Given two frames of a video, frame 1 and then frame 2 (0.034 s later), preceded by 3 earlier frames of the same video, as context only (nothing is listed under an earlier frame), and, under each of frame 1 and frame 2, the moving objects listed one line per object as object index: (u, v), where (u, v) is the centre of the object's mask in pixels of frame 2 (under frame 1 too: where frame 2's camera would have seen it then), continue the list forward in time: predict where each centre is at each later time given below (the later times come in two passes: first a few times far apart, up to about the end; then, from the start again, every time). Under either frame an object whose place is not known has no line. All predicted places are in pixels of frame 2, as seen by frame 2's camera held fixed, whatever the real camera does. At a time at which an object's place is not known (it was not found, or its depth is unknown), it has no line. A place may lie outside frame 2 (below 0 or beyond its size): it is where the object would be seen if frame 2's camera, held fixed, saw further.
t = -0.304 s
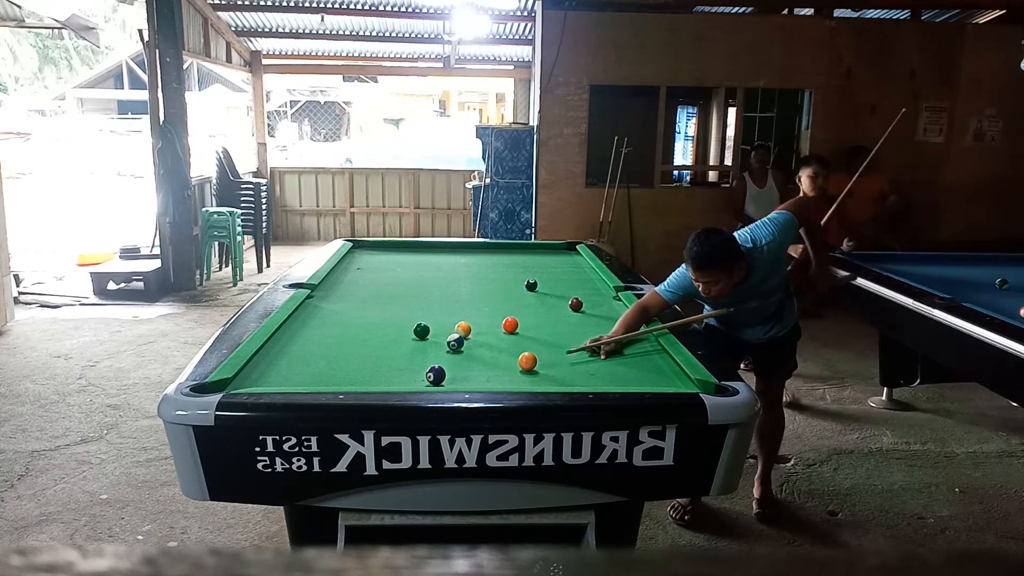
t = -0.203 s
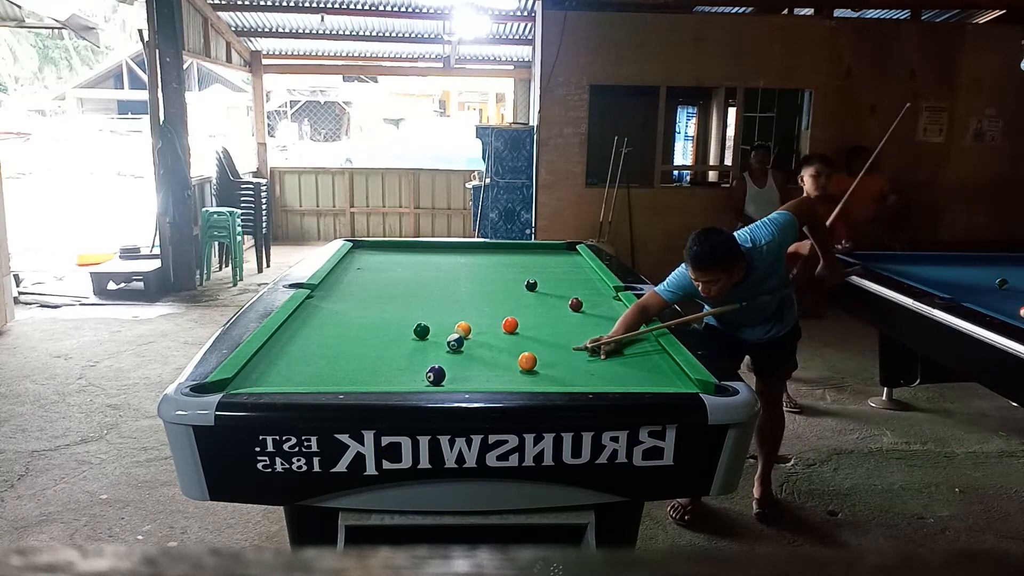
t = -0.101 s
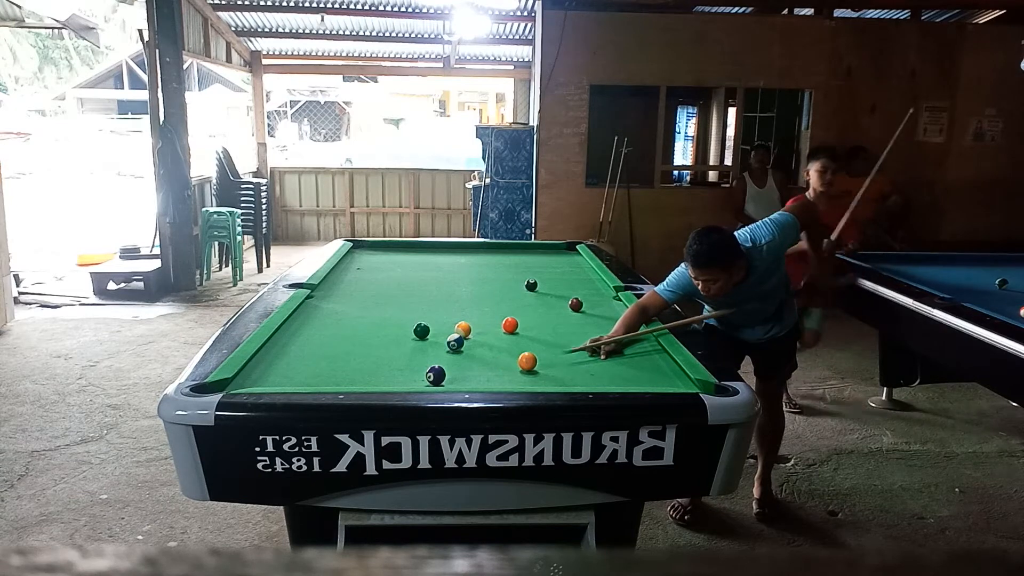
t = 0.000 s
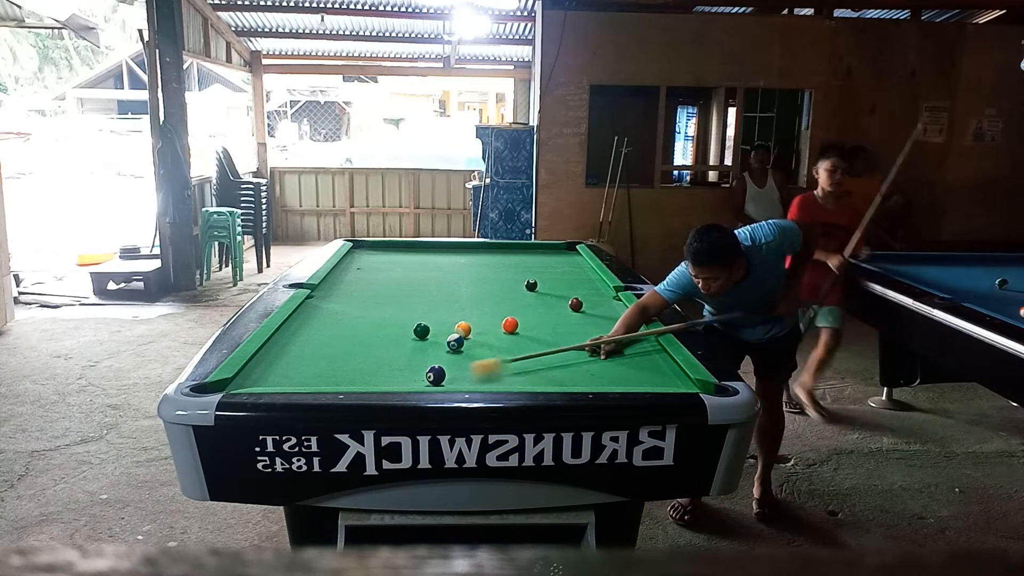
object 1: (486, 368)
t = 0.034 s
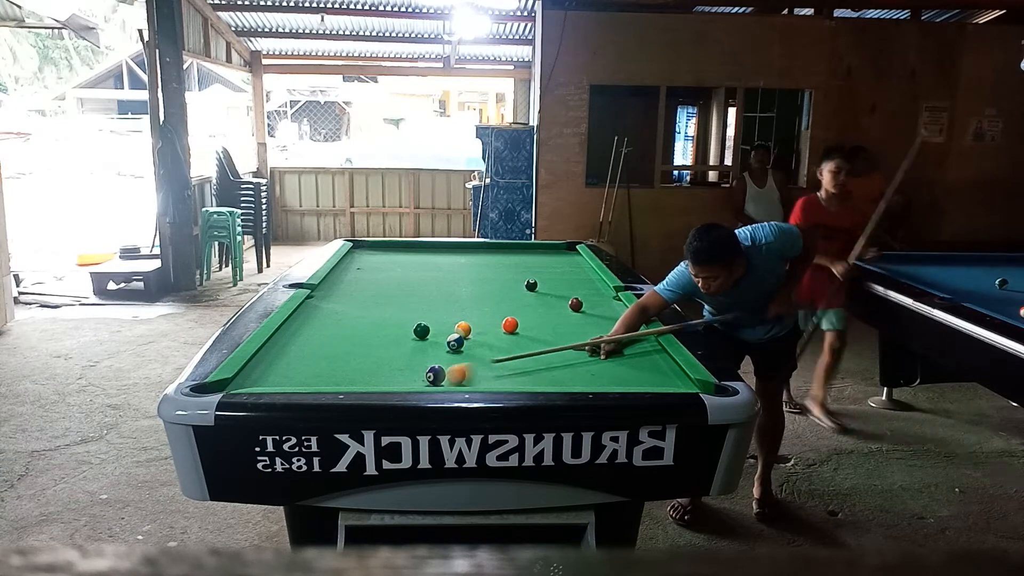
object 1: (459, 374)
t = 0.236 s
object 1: (436, 380)
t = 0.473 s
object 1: (399, 370)
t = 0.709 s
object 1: (367, 358)
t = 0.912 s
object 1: (343, 349)
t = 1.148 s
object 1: (318, 340)
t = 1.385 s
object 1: (295, 332)
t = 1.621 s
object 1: (295, 326)
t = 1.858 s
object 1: (312, 322)
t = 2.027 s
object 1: (322, 320)
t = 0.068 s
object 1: (456, 377)
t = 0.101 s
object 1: (455, 379)
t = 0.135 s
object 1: (453, 381)
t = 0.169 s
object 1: (447, 383)
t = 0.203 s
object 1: (442, 382)
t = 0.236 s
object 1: (436, 380)
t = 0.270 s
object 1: (431, 379)
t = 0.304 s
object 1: (425, 378)
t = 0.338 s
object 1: (420, 377)
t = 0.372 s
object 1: (414, 375)
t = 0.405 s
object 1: (409, 374)
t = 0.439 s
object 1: (404, 372)
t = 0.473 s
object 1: (399, 370)
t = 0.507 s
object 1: (394, 368)
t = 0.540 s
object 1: (390, 366)
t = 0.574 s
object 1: (385, 365)
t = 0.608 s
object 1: (380, 363)
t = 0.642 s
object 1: (376, 361)
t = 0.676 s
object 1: (372, 360)
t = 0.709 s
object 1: (367, 358)
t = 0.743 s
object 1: (363, 357)
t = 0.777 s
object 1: (359, 355)
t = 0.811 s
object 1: (355, 353)
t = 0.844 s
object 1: (351, 352)
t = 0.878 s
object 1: (347, 351)
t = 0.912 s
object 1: (343, 349)
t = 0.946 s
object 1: (339, 348)
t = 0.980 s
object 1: (335, 346)
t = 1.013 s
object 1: (332, 345)
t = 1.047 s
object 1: (328, 344)
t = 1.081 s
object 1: (325, 343)
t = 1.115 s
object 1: (321, 341)
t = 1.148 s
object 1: (318, 340)
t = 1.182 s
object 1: (314, 339)
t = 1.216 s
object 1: (311, 338)
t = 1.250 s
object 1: (308, 336)
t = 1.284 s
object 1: (304, 335)
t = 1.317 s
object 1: (301, 334)
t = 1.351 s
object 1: (298, 333)
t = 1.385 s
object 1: (295, 332)
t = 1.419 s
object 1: (292, 331)
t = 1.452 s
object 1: (289, 330)
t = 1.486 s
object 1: (286, 329)
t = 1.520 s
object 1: (288, 328)
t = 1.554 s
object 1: (290, 327)
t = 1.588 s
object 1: (293, 327)
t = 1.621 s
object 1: (295, 326)
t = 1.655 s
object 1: (298, 326)
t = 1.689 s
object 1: (300, 325)
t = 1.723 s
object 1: (302, 325)
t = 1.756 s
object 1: (305, 324)
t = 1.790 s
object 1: (307, 324)
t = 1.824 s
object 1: (309, 323)
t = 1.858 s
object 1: (312, 322)
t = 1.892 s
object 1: (314, 322)
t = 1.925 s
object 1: (316, 322)
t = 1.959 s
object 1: (318, 321)
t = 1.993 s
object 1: (320, 321)
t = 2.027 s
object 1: (322, 320)
